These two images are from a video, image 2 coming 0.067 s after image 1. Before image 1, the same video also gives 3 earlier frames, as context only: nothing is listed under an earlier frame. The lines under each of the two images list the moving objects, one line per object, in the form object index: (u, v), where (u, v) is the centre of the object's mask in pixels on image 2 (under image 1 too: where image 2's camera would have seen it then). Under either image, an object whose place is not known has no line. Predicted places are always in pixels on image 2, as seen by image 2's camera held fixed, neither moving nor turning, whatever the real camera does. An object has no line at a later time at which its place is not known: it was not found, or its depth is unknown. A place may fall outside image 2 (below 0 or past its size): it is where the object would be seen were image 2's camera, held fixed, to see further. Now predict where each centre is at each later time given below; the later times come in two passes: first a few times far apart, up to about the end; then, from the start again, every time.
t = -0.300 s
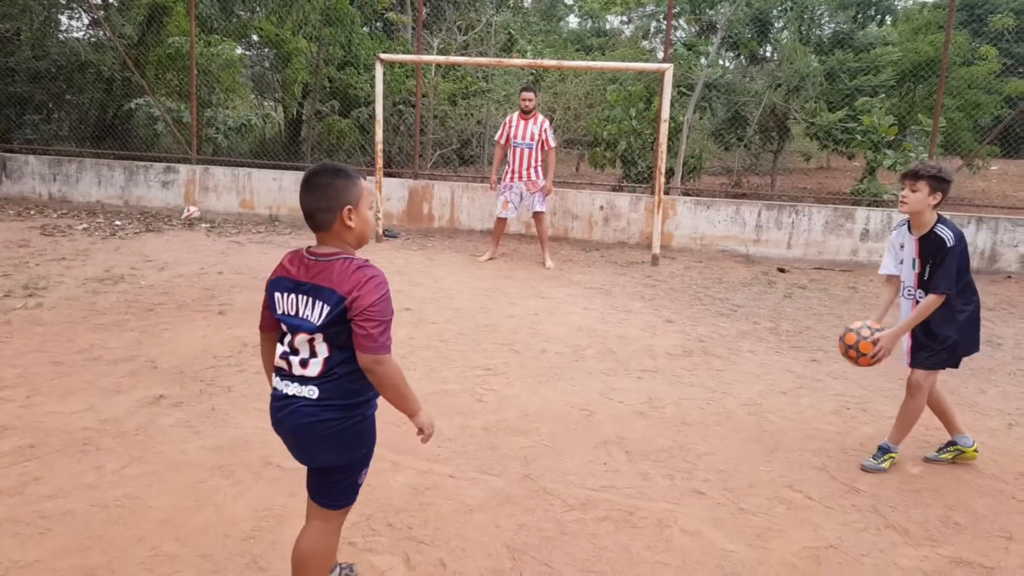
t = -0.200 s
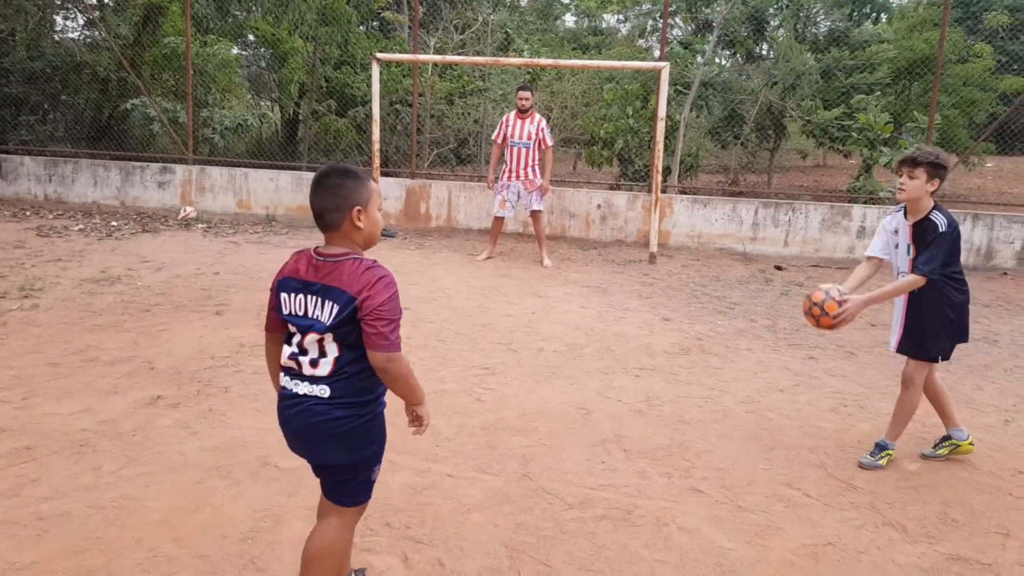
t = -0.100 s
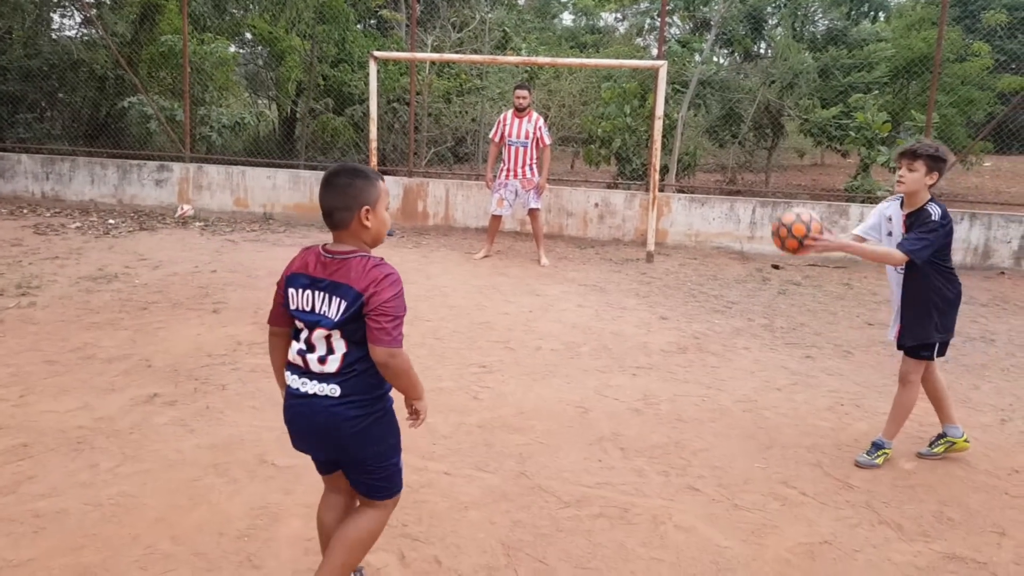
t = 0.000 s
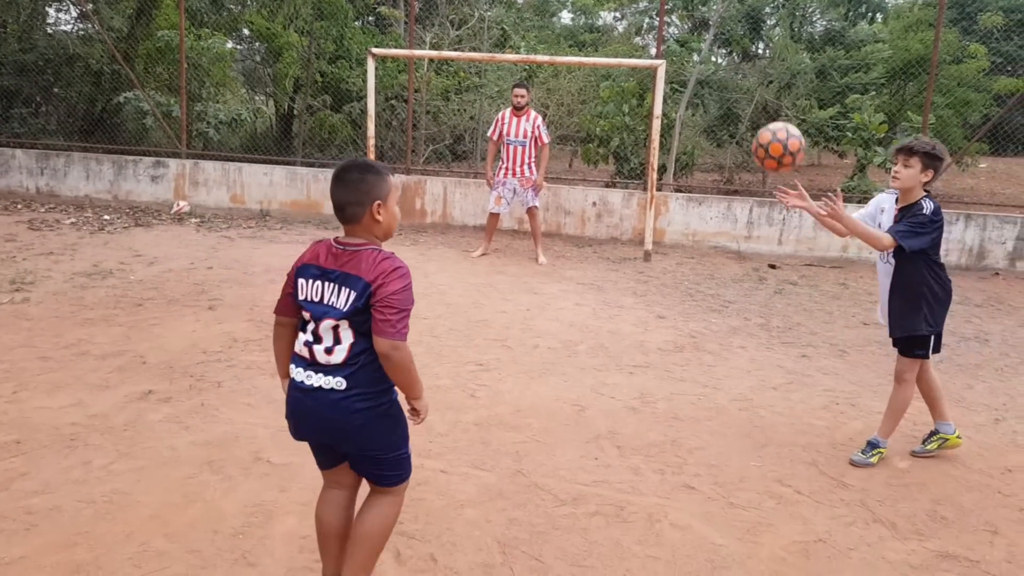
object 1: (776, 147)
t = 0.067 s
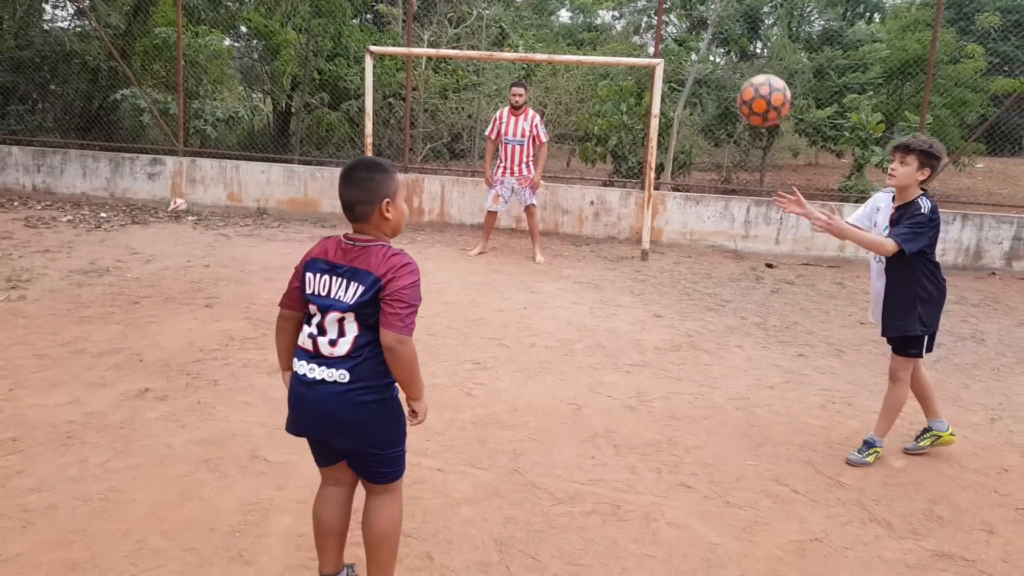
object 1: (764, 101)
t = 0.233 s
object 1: (727, 25)
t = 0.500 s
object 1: (653, 35)
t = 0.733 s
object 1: (576, 192)
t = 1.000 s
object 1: (499, 416)
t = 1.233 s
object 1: (475, 269)
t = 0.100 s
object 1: (758, 80)
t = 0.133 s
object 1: (751, 62)
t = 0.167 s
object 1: (744, 47)
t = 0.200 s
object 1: (736, 34)
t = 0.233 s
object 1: (727, 25)
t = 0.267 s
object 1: (718, 21)
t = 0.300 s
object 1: (710, 18)
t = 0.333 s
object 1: (700, 17)
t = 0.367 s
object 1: (691, 17)
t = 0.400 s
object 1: (682, 19)
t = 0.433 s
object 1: (672, 22)
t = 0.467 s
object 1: (662, 27)
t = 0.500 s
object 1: (653, 35)
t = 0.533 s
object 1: (642, 50)
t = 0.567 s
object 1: (631, 67)
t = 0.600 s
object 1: (621, 88)
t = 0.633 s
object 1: (610, 110)
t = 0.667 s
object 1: (599, 136)
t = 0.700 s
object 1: (588, 162)
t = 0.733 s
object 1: (576, 192)
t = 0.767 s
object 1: (565, 224)
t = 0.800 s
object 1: (554, 258)
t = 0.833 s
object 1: (542, 294)
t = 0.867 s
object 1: (531, 333)
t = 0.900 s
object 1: (520, 373)
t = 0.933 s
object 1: (510, 415)
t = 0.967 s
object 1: (501, 446)
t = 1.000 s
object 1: (499, 416)
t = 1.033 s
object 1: (495, 390)
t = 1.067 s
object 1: (492, 365)
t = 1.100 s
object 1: (489, 341)
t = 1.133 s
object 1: (485, 320)
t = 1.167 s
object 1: (481, 301)
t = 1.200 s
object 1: (478, 284)
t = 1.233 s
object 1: (475, 269)
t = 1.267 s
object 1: (470, 257)
